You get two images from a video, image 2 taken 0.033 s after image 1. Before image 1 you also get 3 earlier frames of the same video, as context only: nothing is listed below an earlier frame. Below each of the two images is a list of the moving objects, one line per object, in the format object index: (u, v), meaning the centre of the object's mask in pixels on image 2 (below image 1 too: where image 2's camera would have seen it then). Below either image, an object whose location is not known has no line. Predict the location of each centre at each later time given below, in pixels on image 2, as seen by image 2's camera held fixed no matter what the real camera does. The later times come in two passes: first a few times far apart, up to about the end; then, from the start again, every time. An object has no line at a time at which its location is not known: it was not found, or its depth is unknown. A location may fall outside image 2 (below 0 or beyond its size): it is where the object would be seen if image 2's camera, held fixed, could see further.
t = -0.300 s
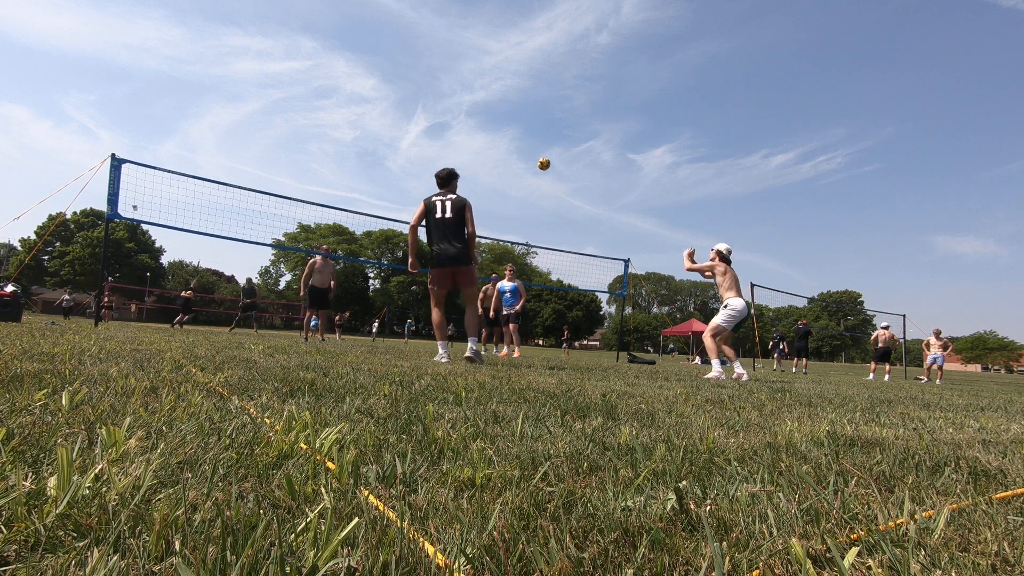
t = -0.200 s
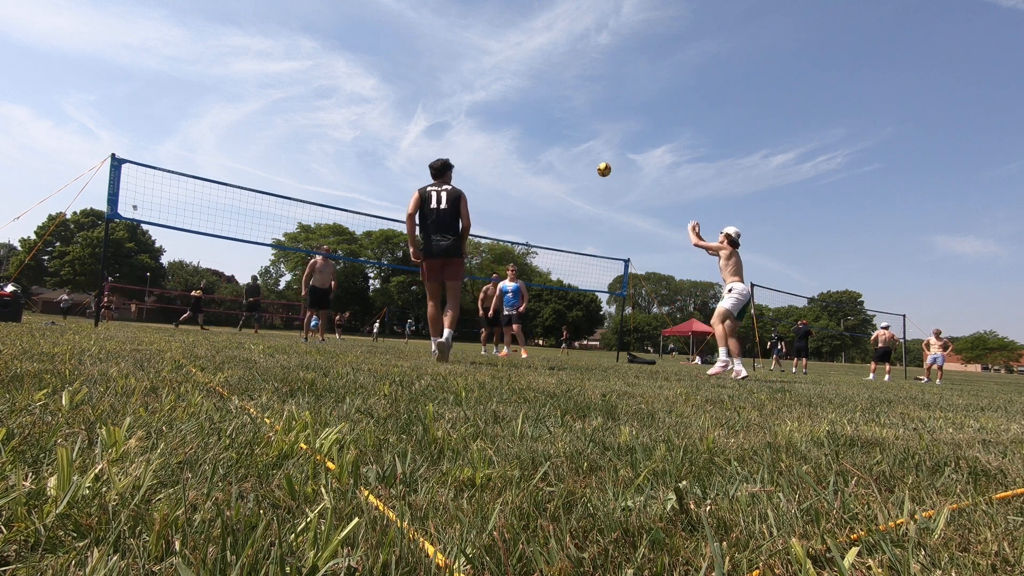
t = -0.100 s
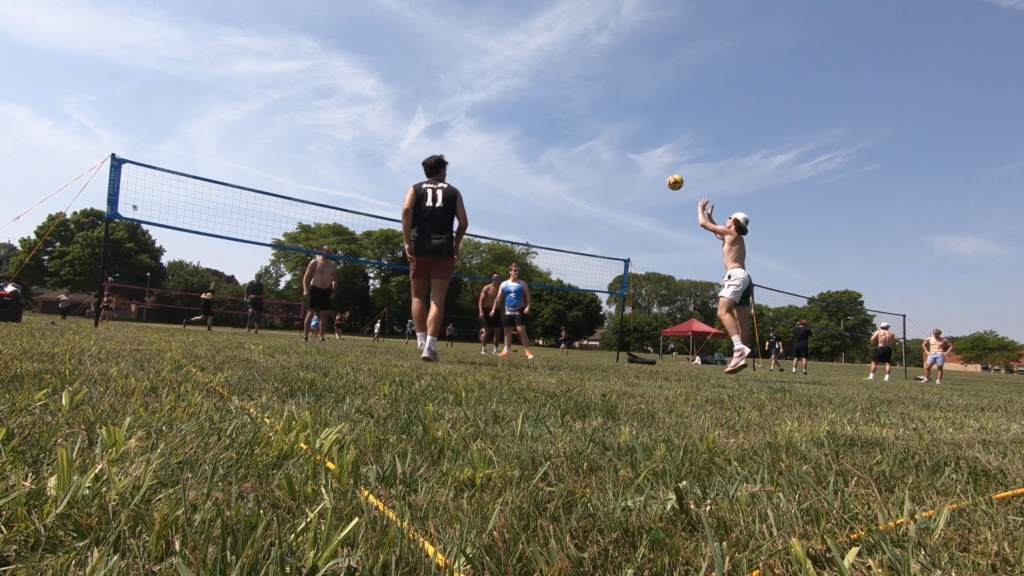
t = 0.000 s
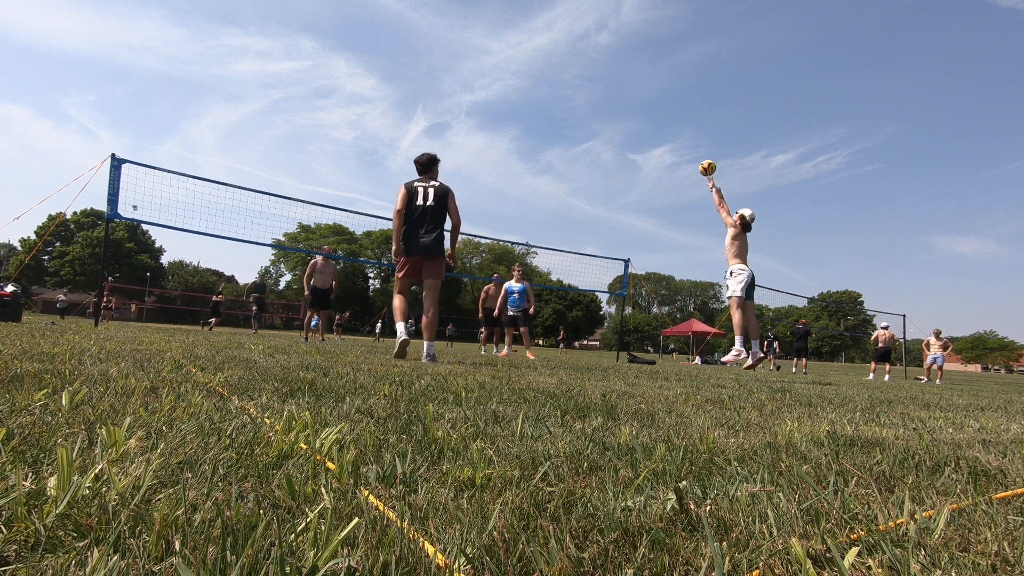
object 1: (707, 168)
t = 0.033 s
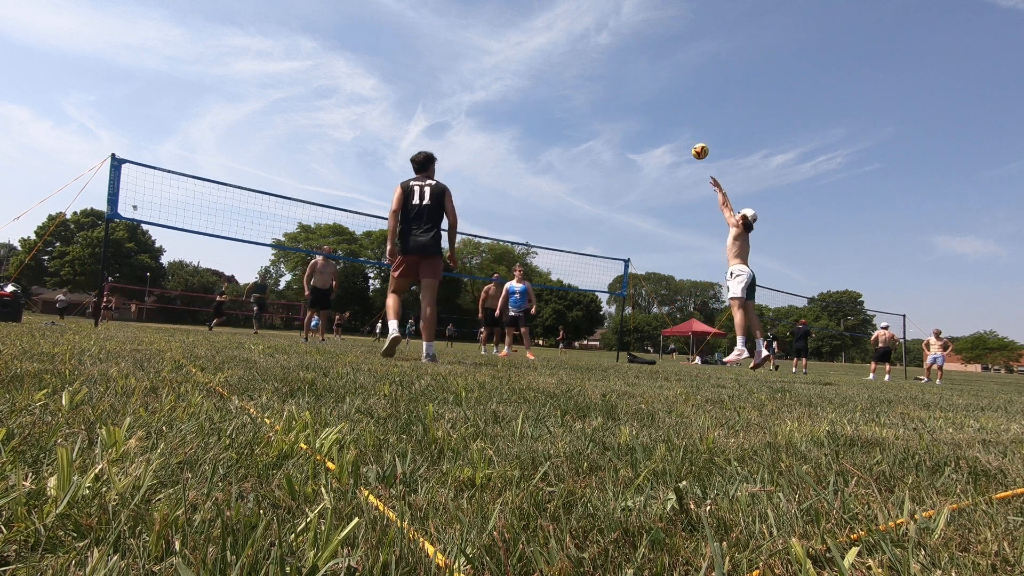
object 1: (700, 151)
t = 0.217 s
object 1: (664, 81)
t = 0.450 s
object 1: (623, 36)
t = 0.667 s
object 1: (590, 27)
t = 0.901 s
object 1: (557, 46)
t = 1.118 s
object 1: (529, 87)
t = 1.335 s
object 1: (504, 146)
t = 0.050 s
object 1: (697, 143)
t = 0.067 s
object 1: (693, 136)
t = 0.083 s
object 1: (690, 128)
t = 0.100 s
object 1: (686, 122)
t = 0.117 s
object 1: (683, 115)
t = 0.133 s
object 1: (680, 109)
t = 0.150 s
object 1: (677, 103)
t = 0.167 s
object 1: (673, 97)
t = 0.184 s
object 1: (670, 91)
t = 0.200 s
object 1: (667, 86)
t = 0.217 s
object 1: (664, 81)
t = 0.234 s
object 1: (661, 76)
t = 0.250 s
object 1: (657, 72)
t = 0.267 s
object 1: (655, 68)
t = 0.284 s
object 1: (652, 63)
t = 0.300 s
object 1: (649, 60)
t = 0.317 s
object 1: (646, 56)
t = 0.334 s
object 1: (643, 53)
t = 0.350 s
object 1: (640, 50)
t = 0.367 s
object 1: (637, 47)
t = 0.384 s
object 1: (634, 44)
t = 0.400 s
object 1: (631, 42)
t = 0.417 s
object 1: (629, 39)
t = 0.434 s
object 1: (626, 38)
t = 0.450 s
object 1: (623, 36)
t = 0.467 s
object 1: (621, 34)
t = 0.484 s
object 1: (618, 32)
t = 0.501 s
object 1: (615, 31)
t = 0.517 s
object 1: (613, 30)
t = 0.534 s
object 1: (610, 29)
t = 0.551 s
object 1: (607, 28)
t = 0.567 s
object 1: (605, 28)
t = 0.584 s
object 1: (602, 27)
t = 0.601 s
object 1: (600, 27)
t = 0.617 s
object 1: (597, 27)
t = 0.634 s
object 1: (595, 27)
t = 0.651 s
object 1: (592, 27)
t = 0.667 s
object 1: (590, 27)
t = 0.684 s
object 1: (587, 28)
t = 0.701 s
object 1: (585, 28)
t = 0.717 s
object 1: (583, 29)
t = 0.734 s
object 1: (580, 30)
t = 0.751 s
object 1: (578, 31)
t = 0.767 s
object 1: (576, 32)
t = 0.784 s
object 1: (573, 33)
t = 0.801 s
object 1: (571, 35)
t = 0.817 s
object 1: (569, 37)
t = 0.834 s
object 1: (566, 38)
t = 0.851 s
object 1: (564, 40)
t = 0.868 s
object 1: (562, 42)
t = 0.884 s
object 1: (560, 44)
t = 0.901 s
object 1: (557, 46)
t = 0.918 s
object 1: (555, 49)
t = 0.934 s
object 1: (553, 51)
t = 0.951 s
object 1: (551, 54)
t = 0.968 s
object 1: (548, 57)
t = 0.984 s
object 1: (546, 60)
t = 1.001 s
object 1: (544, 63)
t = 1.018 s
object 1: (542, 66)
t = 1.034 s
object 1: (540, 69)
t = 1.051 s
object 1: (538, 73)
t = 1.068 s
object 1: (536, 76)
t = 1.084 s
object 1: (534, 79)
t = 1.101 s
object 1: (531, 83)
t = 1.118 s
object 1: (529, 87)
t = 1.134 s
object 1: (527, 91)
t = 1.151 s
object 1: (525, 95)
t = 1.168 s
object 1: (523, 99)
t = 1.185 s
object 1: (521, 103)
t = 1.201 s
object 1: (519, 108)
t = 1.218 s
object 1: (517, 112)
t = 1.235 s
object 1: (516, 117)
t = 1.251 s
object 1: (513, 121)
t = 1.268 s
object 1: (512, 126)
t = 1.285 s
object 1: (510, 131)
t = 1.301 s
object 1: (508, 136)
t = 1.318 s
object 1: (506, 141)
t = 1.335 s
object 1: (504, 146)
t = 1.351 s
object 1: (502, 151)
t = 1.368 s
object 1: (500, 157)
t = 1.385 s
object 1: (498, 162)
